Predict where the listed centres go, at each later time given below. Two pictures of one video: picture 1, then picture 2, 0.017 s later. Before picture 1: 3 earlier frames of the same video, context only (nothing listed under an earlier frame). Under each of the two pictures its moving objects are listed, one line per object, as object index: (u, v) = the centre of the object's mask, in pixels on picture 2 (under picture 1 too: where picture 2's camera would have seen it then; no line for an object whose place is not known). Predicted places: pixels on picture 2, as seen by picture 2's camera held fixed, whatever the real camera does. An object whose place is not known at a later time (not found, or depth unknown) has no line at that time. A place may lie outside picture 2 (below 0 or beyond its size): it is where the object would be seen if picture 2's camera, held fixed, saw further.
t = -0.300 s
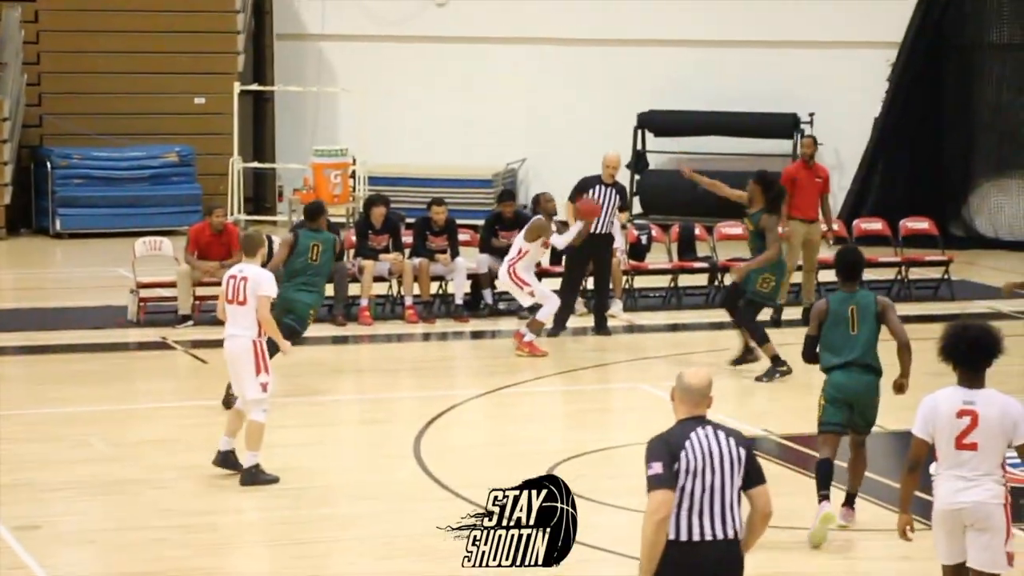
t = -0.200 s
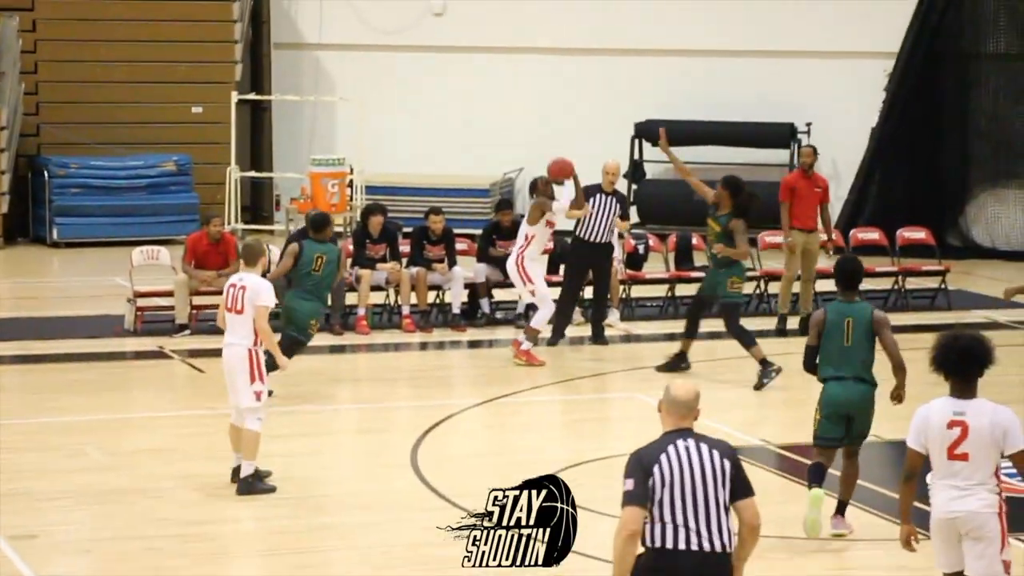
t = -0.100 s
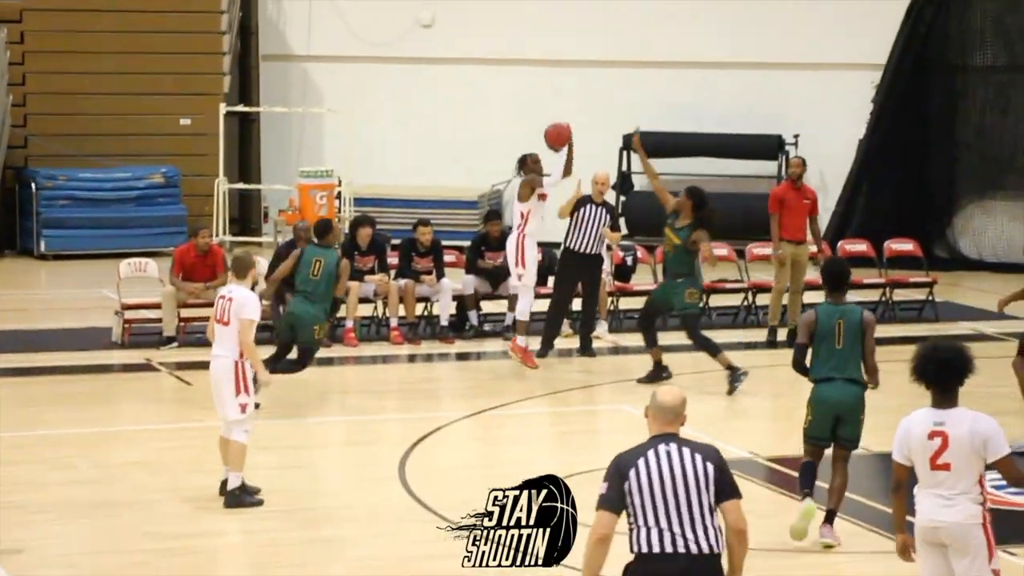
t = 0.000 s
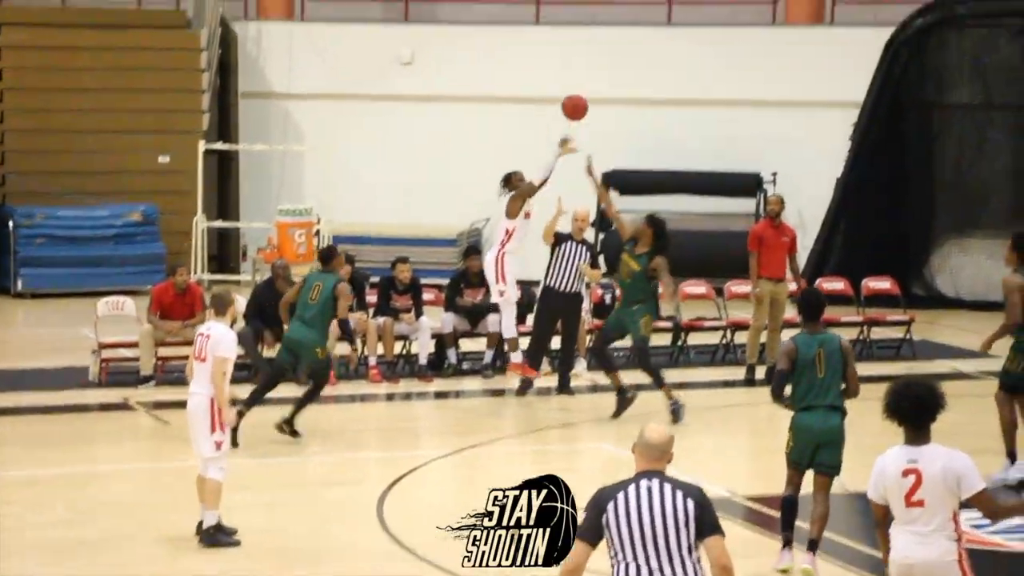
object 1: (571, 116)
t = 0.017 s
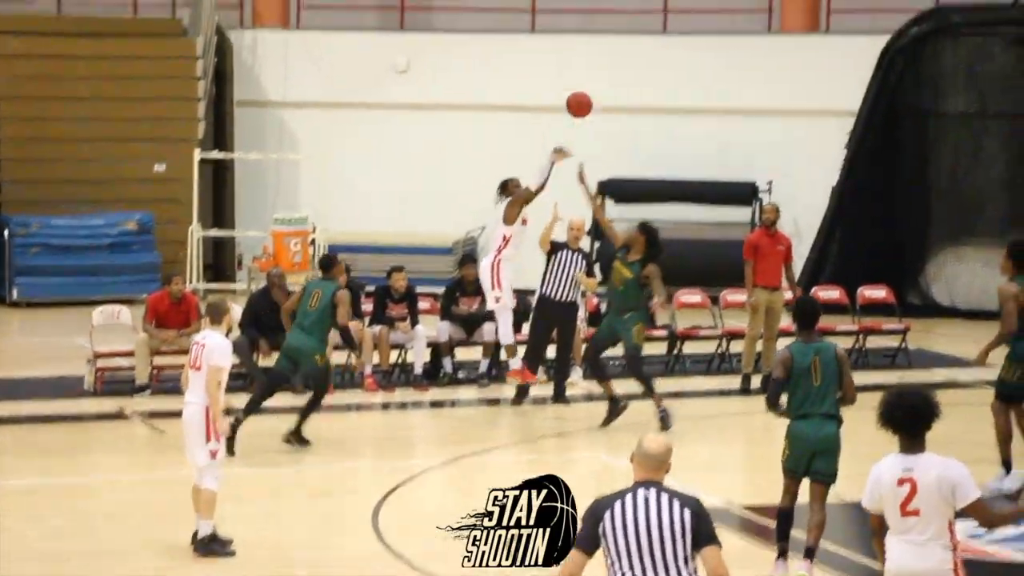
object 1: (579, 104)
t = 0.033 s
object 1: (587, 93)
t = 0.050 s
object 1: (595, 82)
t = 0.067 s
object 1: (603, 71)
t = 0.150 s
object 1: (652, 19)
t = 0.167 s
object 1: (662, 11)
